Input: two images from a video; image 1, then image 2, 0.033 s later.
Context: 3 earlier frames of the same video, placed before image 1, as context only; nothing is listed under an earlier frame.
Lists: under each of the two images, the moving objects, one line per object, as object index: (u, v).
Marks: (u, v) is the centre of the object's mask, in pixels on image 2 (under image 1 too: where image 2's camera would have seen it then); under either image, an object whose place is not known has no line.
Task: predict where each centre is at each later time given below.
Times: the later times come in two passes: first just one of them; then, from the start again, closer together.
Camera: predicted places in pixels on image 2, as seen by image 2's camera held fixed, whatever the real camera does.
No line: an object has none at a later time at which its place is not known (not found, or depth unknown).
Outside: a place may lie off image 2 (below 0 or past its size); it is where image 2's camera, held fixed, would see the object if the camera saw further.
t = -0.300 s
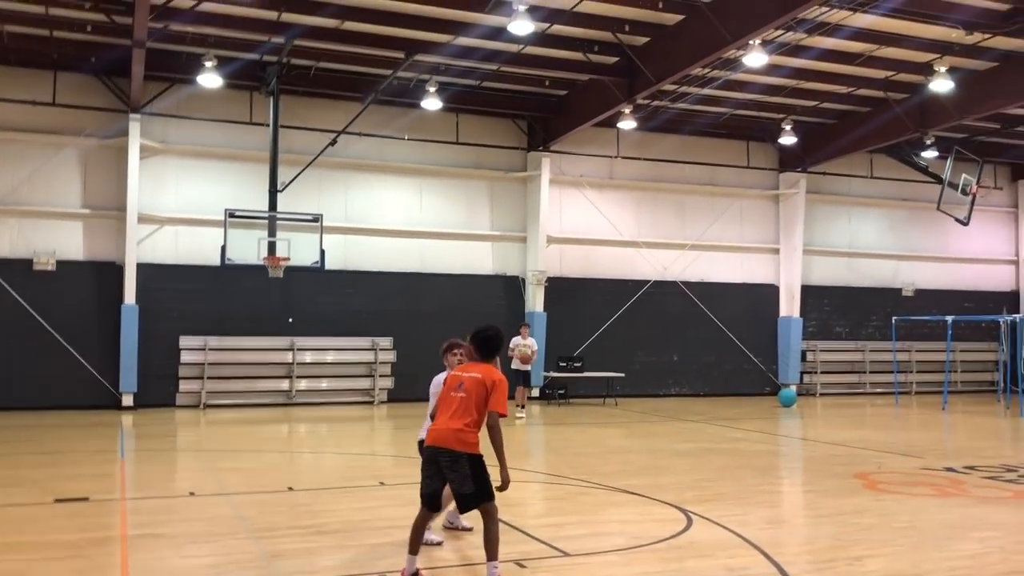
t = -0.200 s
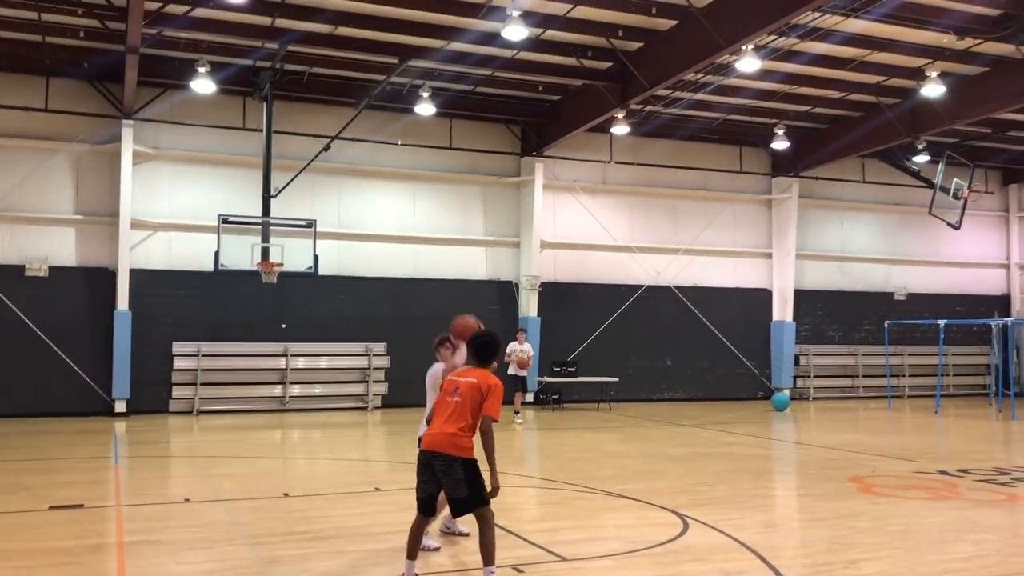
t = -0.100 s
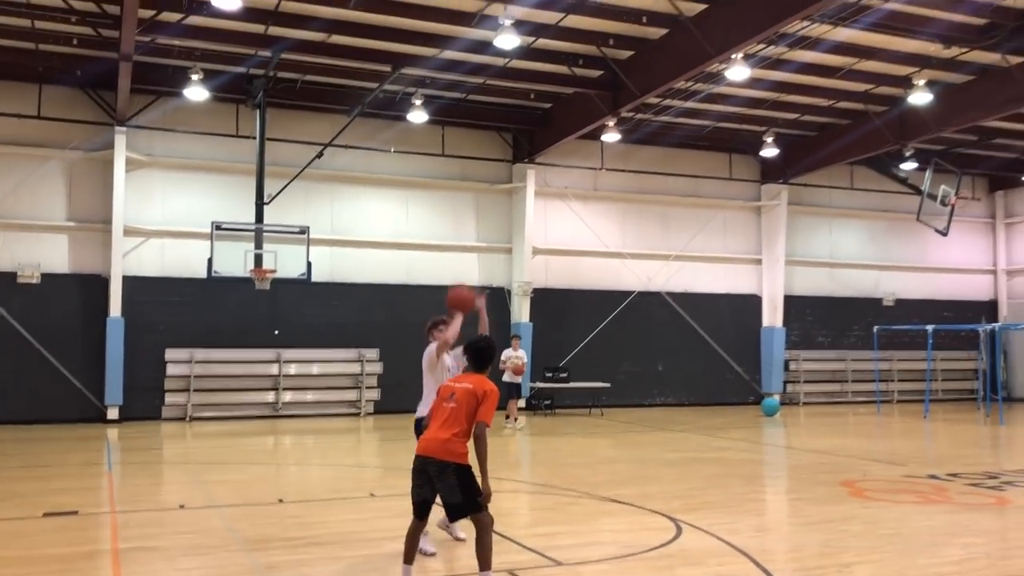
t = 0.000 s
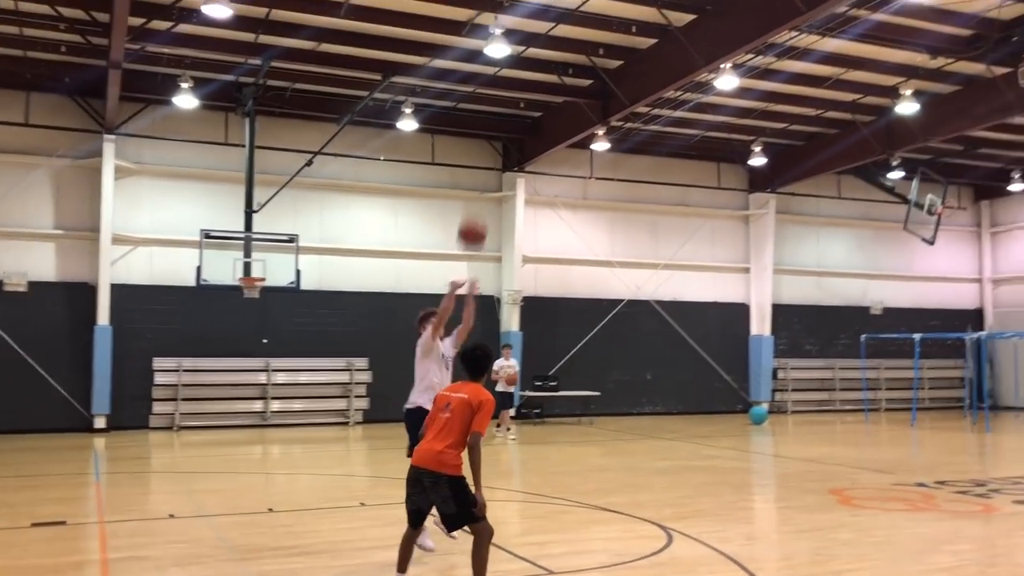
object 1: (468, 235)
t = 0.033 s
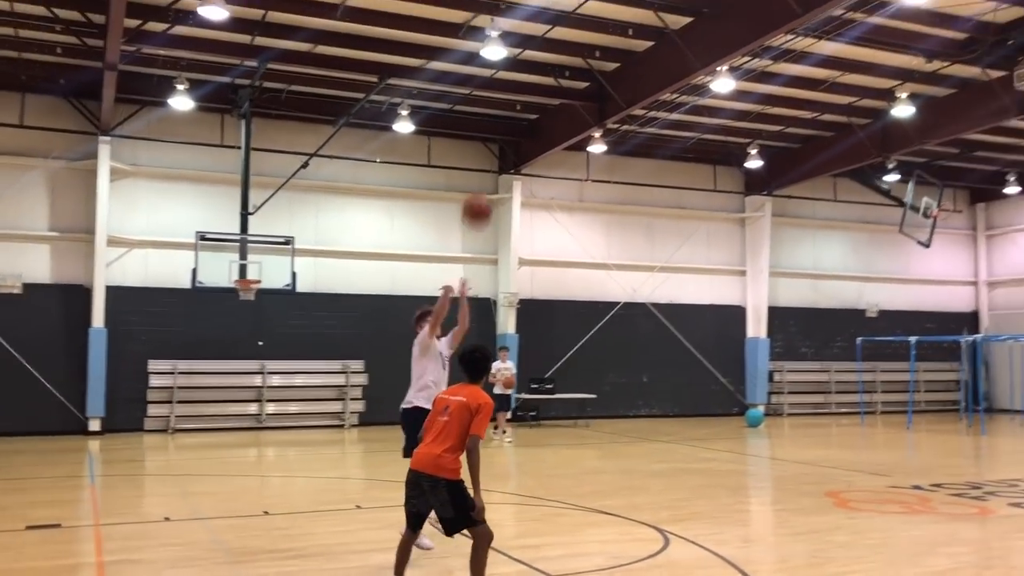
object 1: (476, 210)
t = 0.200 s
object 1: (529, 80)
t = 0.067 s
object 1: (486, 183)
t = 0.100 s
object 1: (498, 155)
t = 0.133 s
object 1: (507, 134)
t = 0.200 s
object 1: (529, 80)
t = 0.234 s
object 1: (540, 57)
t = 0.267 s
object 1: (552, 34)
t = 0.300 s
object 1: (562, 11)
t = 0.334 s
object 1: (575, -13)
